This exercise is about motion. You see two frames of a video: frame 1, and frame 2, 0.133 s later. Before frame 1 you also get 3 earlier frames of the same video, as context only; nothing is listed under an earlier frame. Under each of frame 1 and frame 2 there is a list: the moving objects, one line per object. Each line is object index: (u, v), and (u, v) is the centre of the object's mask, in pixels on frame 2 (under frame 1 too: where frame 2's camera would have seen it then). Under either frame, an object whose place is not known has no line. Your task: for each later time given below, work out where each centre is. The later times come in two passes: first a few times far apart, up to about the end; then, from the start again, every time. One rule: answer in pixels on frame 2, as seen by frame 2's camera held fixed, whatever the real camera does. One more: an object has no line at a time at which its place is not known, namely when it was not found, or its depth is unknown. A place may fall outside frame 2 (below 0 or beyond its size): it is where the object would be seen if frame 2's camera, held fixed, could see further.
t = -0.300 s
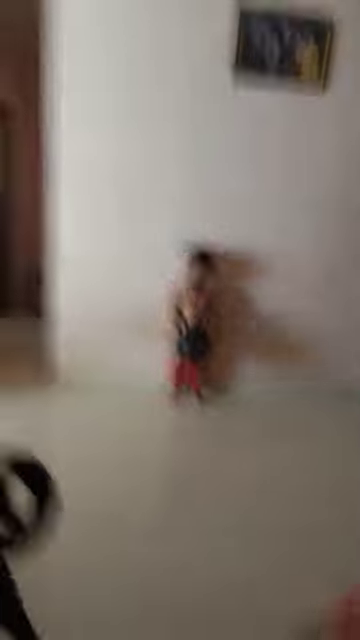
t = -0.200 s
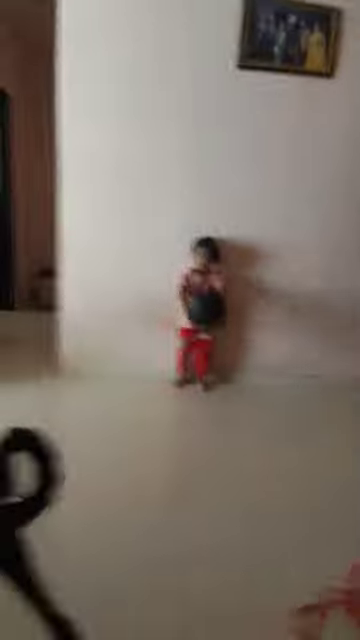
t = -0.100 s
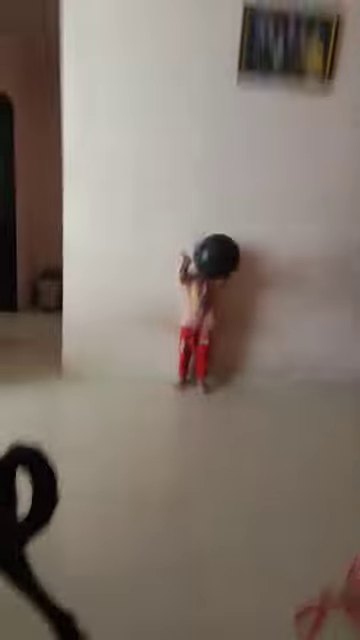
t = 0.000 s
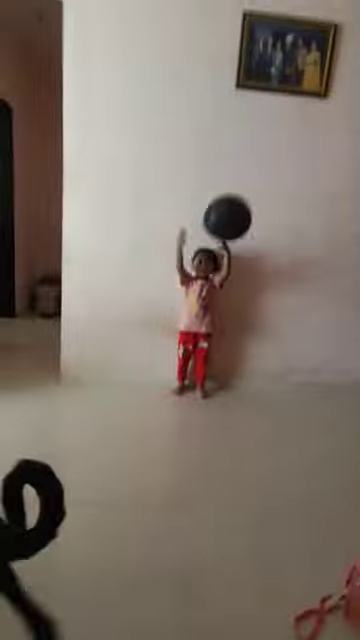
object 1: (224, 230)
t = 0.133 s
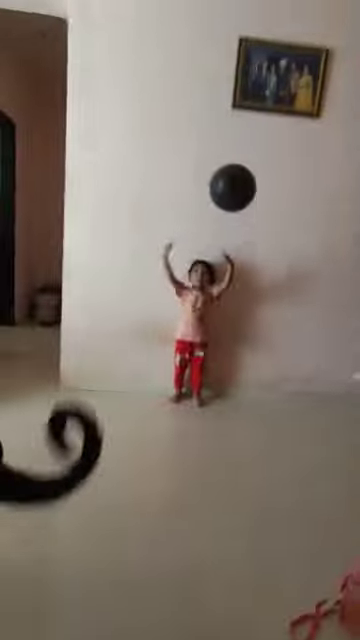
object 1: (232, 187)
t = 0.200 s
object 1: (234, 170)
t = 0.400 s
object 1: (233, 137)
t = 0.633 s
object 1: (231, 126)
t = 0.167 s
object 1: (233, 178)
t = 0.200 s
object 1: (234, 170)
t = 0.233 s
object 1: (234, 163)
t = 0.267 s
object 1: (234, 156)
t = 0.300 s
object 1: (234, 150)
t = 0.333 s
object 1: (234, 145)
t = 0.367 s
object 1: (234, 141)
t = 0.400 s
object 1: (233, 137)
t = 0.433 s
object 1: (232, 133)
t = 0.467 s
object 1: (232, 132)
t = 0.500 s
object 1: (232, 129)
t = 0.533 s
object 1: (231, 127)
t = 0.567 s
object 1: (231, 126)
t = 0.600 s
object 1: (232, 127)
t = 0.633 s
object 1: (231, 126)
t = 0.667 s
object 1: (232, 126)
